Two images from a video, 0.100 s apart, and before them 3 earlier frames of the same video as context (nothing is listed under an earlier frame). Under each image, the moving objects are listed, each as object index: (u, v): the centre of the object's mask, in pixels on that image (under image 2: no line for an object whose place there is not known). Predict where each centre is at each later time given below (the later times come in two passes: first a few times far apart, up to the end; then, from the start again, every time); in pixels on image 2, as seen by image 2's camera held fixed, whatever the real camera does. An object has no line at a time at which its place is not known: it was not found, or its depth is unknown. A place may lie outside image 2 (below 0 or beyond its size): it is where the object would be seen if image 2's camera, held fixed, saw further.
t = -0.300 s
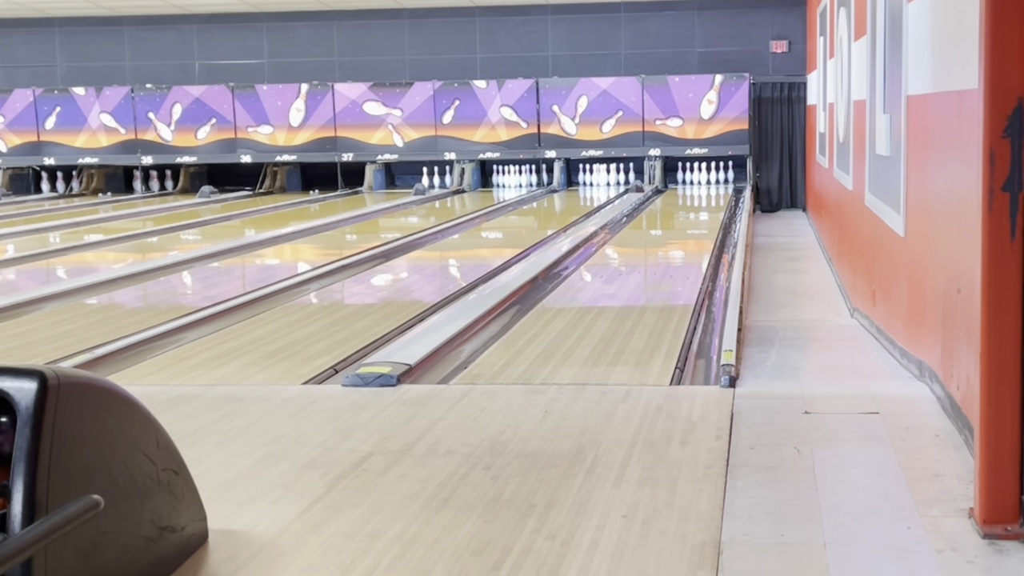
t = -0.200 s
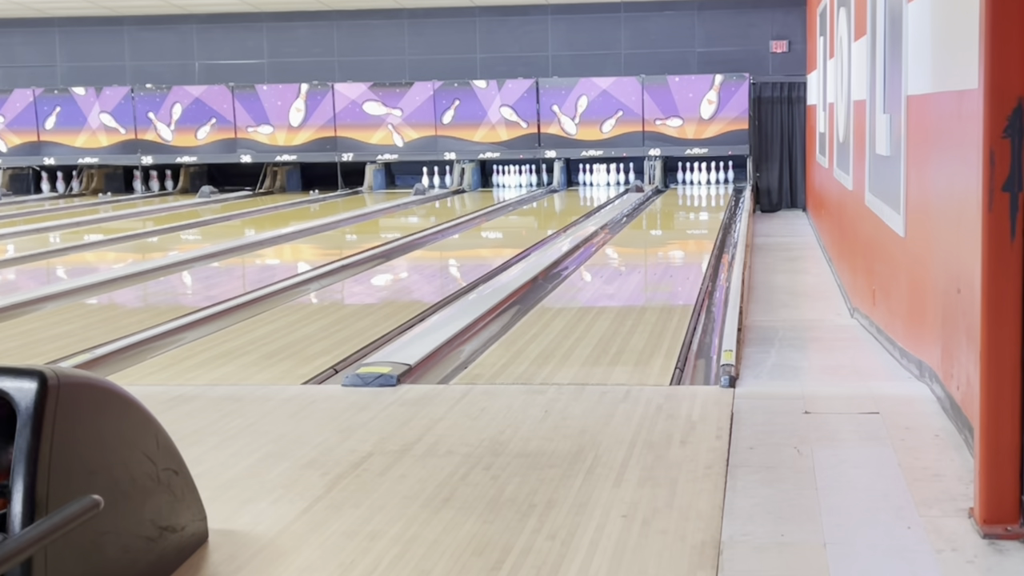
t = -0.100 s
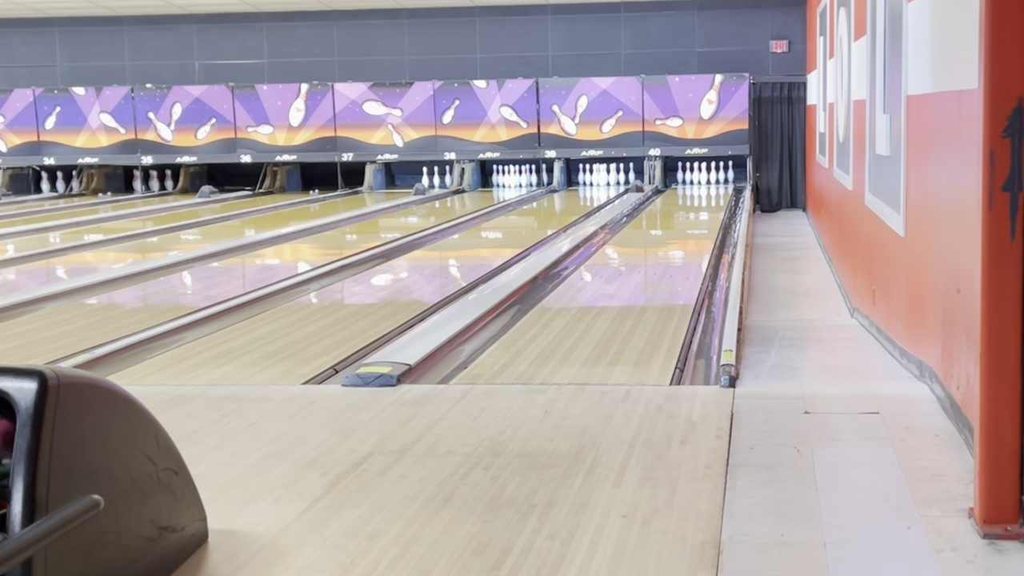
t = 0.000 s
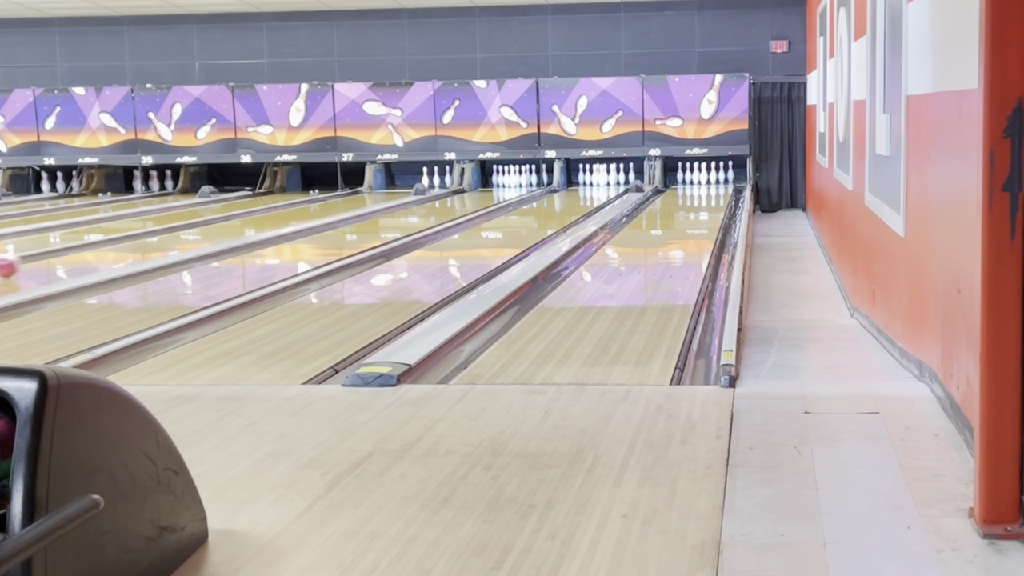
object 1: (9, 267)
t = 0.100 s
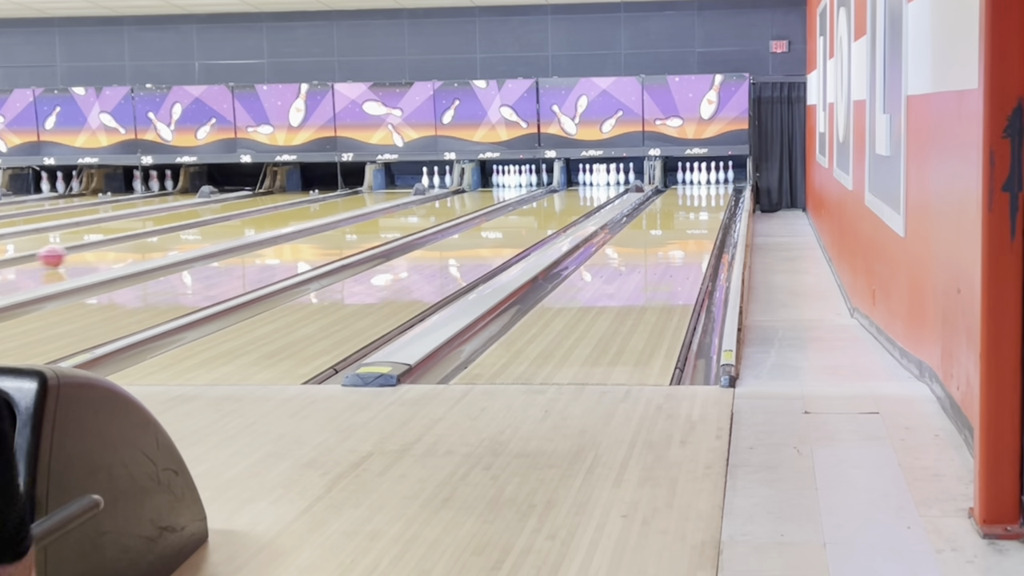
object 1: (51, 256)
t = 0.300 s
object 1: (129, 241)
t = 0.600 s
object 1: (217, 224)
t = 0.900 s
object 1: (283, 210)
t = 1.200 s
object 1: (337, 200)
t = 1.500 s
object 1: (379, 192)
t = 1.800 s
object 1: (411, 184)
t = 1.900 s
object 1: (420, 181)
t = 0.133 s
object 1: (65, 254)
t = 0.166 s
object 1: (79, 251)
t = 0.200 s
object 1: (92, 248)
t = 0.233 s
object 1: (105, 246)
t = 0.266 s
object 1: (117, 243)
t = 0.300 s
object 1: (129, 241)
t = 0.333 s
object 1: (139, 239)
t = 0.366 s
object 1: (150, 238)
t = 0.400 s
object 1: (160, 235)
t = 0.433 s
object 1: (171, 233)
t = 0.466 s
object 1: (181, 232)
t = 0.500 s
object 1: (190, 230)
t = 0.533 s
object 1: (199, 228)
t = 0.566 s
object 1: (208, 226)
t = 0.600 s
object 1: (217, 224)
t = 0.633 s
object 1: (225, 223)
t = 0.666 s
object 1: (233, 221)
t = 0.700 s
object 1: (241, 220)
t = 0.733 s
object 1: (249, 218)
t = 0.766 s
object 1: (256, 216)
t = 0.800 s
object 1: (263, 215)
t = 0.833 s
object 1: (270, 213)
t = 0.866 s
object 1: (277, 212)
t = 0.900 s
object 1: (283, 210)
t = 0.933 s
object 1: (290, 209)
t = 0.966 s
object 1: (296, 208)
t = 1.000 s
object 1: (303, 206)
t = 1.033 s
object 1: (309, 205)
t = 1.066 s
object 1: (315, 204)
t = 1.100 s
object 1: (320, 203)
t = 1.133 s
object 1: (326, 202)
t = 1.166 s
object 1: (331, 201)
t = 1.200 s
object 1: (337, 200)
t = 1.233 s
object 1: (342, 199)
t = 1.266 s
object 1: (347, 197)
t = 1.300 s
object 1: (351, 197)
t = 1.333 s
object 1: (356, 196)
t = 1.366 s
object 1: (360, 195)
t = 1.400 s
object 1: (365, 194)
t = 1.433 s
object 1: (370, 194)
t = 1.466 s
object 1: (374, 193)
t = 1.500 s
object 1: (379, 192)
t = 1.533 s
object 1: (383, 191)
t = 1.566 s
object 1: (387, 190)
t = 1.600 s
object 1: (390, 190)
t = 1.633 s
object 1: (394, 189)
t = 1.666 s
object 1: (398, 188)
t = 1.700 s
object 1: (401, 187)
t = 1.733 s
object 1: (406, 186)
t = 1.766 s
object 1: (408, 185)
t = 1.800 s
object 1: (411, 184)
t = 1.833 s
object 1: (414, 183)
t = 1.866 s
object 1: (417, 182)
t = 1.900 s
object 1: (420, 181)
